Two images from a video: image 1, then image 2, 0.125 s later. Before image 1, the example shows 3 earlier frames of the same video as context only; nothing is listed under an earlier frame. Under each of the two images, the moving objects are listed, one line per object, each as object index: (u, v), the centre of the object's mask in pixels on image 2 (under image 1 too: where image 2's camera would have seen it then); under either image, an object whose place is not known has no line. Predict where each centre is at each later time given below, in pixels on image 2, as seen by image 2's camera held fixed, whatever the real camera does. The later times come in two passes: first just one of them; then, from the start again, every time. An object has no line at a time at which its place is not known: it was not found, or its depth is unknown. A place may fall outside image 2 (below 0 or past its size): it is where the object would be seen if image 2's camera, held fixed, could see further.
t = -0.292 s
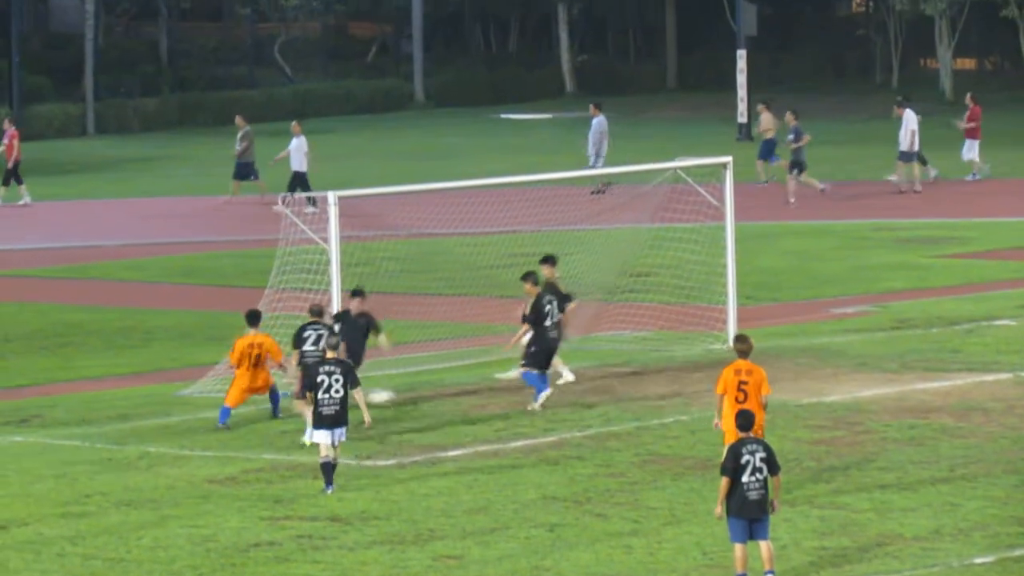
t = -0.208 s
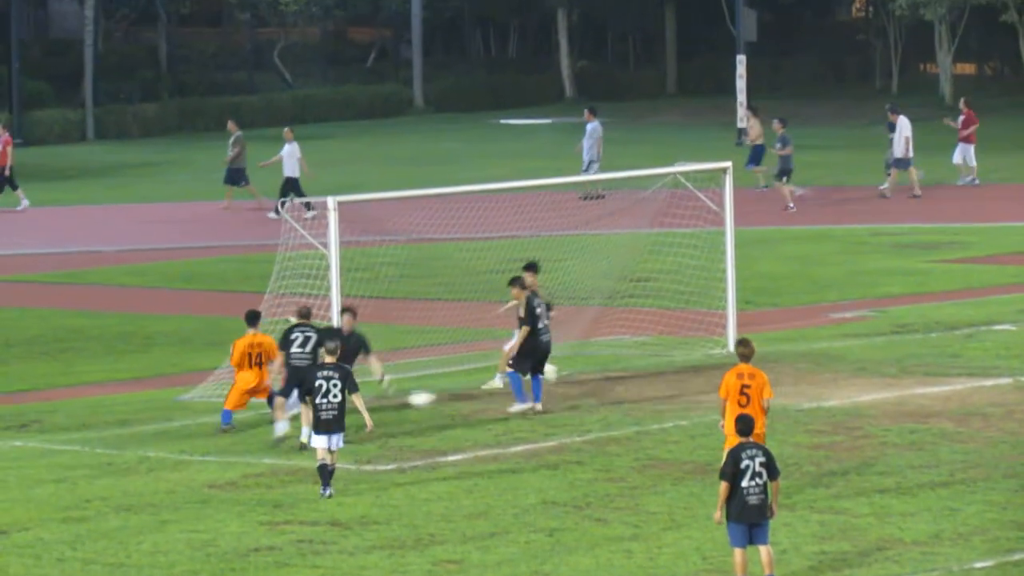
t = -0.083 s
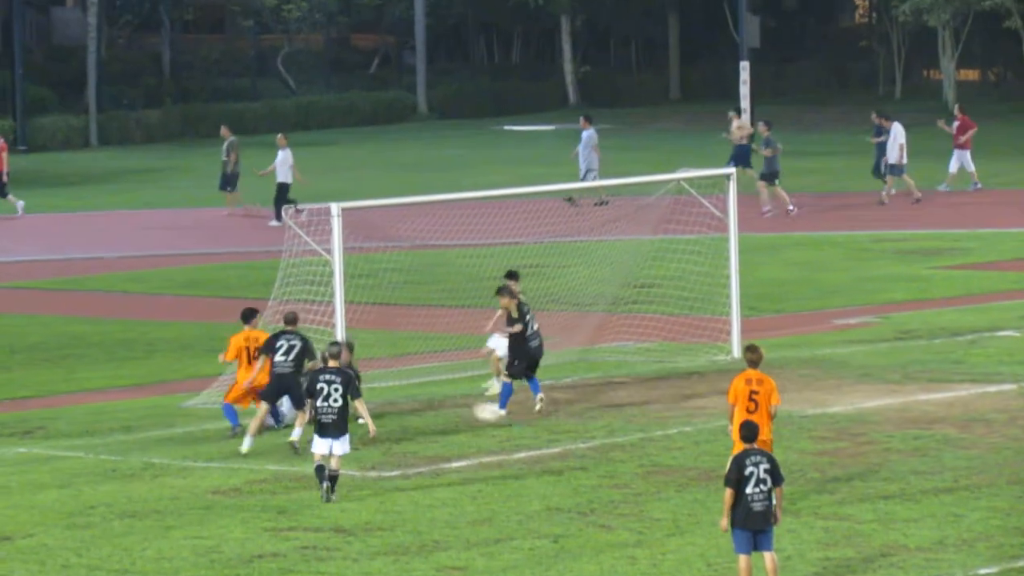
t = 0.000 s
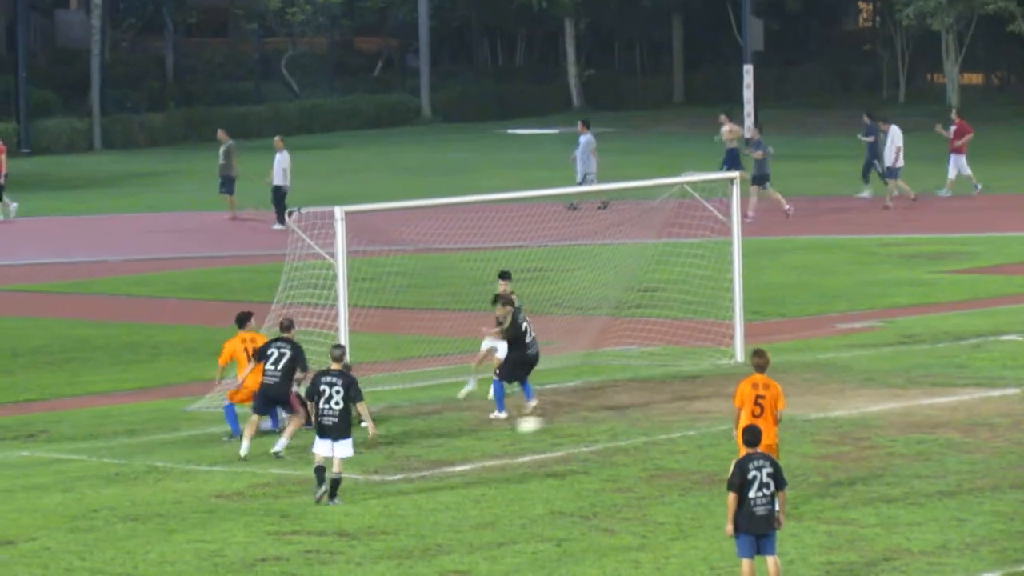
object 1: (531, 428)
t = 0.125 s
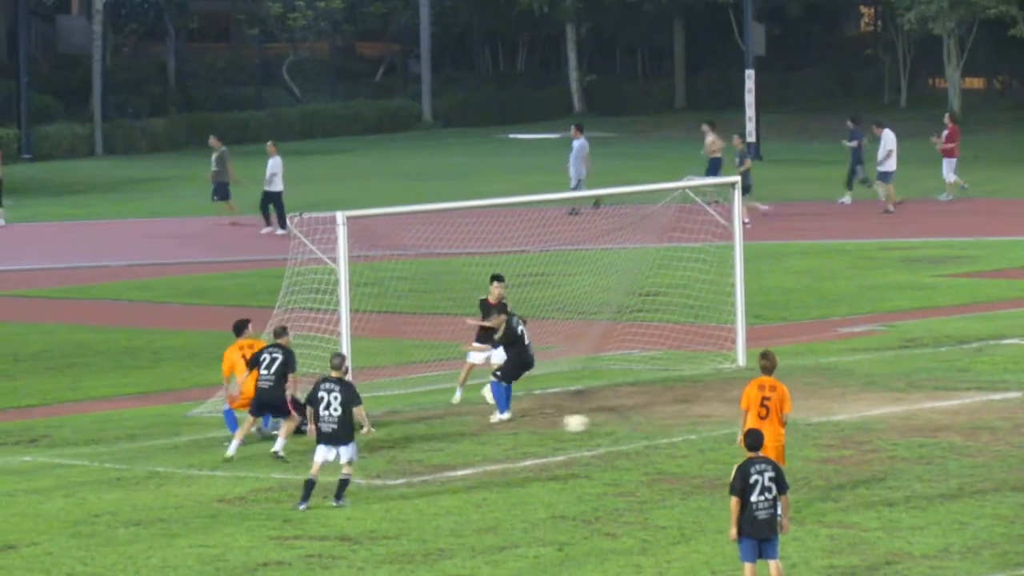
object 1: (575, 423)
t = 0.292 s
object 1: (632, 429)
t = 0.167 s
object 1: (590, 424)
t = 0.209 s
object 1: (605, 426)
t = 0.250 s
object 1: (619, 430)
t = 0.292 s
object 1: (632, 429)
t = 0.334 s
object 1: (644, 427)
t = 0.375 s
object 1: (655, 427)
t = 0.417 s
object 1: (667, 428)
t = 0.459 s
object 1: (678, 429)
